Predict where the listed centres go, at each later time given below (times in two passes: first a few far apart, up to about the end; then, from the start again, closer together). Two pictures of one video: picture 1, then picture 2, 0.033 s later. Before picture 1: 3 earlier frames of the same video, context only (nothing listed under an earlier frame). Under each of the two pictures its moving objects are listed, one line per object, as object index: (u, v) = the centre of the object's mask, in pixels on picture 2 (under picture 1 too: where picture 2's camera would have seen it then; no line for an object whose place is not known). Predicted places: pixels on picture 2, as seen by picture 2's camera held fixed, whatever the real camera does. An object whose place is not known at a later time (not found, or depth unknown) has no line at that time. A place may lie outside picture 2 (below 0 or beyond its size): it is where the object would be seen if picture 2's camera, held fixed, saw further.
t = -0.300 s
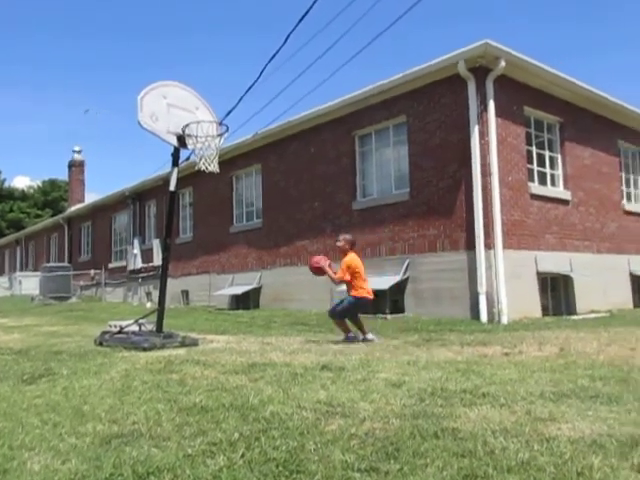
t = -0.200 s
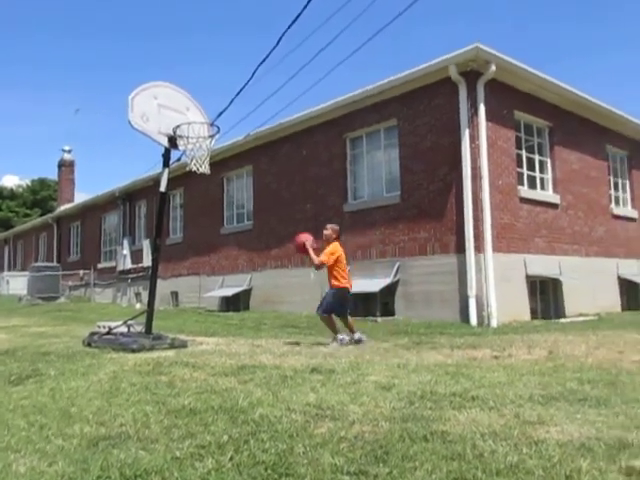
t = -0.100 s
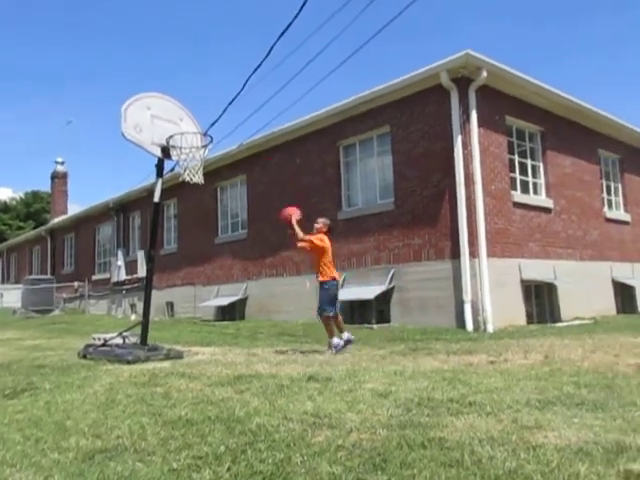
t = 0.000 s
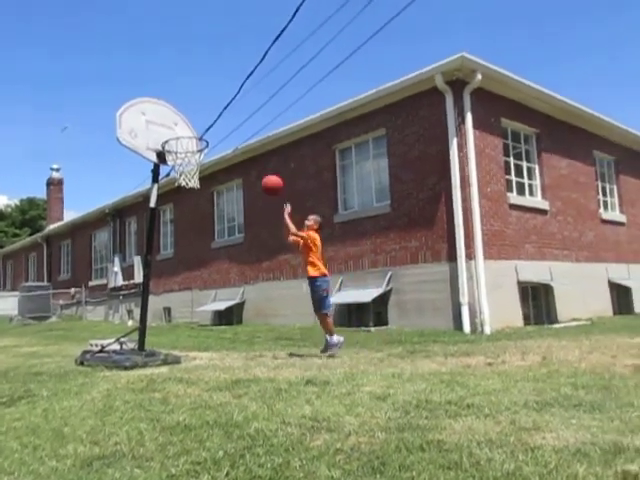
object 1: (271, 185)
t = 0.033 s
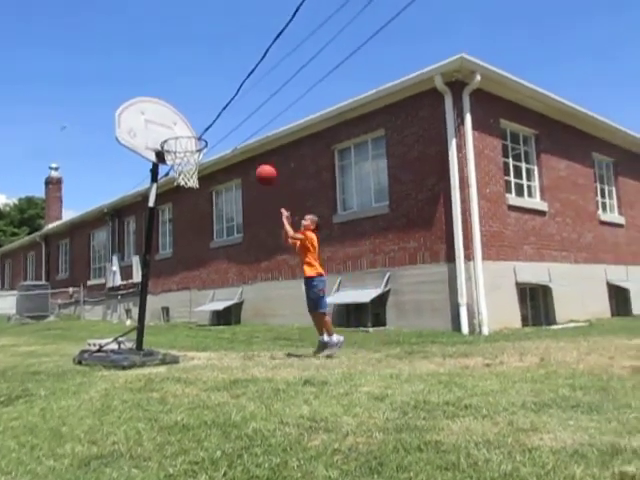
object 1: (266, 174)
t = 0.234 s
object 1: (235, 134)
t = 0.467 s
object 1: (200, 129)
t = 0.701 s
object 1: (171, 158)
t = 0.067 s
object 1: (261, 165)
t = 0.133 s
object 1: (250, 149)
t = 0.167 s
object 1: (246, 144)
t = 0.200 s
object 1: (240, 138)
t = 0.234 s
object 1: (235, 134)
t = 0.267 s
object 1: (230, 130)
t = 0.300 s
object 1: (225, 128)
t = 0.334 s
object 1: (220, 126)
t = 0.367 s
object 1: (215, 125)
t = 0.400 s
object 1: (210, 126)
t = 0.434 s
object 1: (205, 127)
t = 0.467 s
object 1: (200, 129)
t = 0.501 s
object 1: (195, 133)
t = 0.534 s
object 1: (190, 137)
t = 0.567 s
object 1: (185, 143)
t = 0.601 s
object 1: (179, 150)
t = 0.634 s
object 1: (175, 156)
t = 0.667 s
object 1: (172, 157)
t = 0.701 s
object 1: (171, 158)
